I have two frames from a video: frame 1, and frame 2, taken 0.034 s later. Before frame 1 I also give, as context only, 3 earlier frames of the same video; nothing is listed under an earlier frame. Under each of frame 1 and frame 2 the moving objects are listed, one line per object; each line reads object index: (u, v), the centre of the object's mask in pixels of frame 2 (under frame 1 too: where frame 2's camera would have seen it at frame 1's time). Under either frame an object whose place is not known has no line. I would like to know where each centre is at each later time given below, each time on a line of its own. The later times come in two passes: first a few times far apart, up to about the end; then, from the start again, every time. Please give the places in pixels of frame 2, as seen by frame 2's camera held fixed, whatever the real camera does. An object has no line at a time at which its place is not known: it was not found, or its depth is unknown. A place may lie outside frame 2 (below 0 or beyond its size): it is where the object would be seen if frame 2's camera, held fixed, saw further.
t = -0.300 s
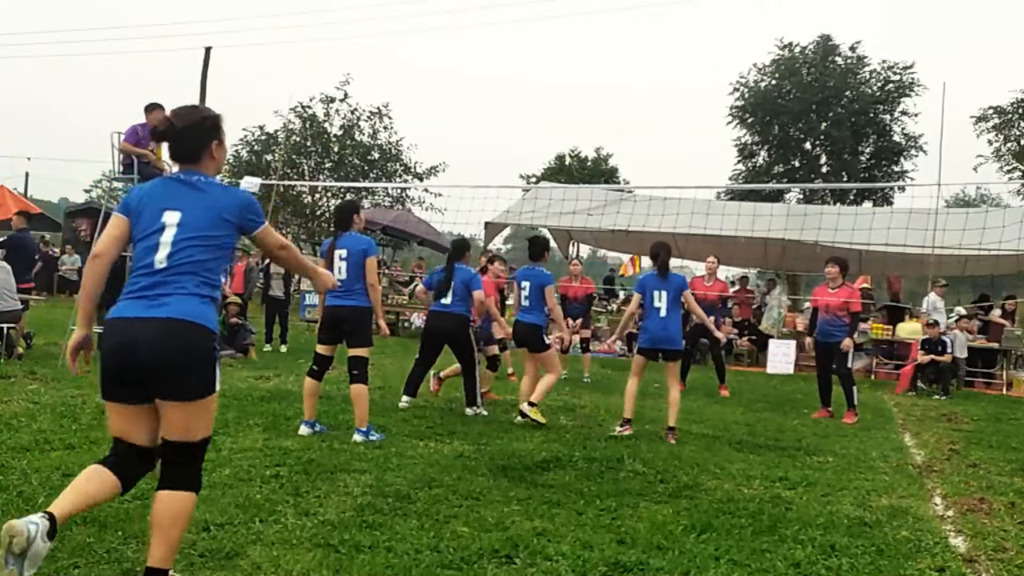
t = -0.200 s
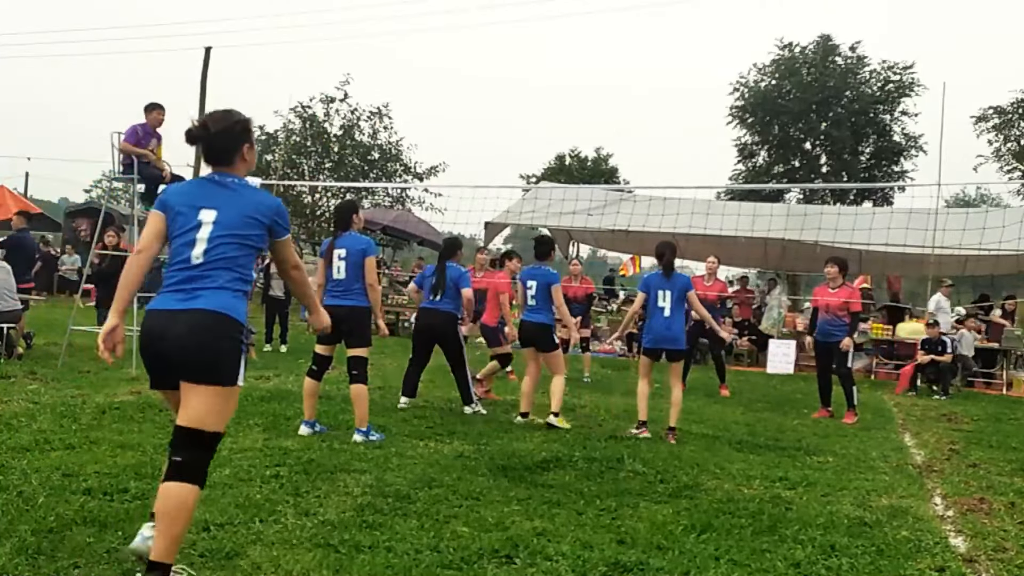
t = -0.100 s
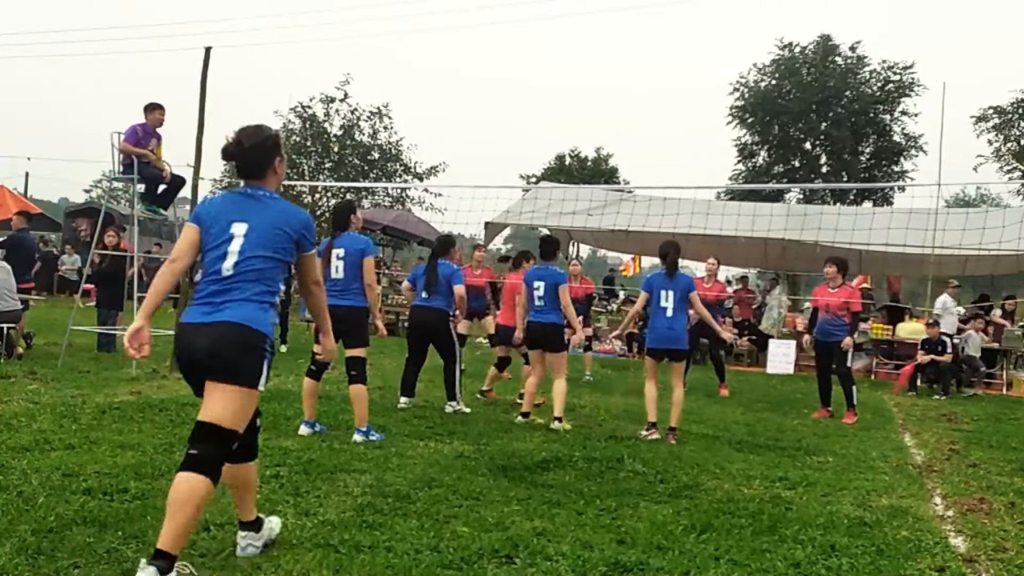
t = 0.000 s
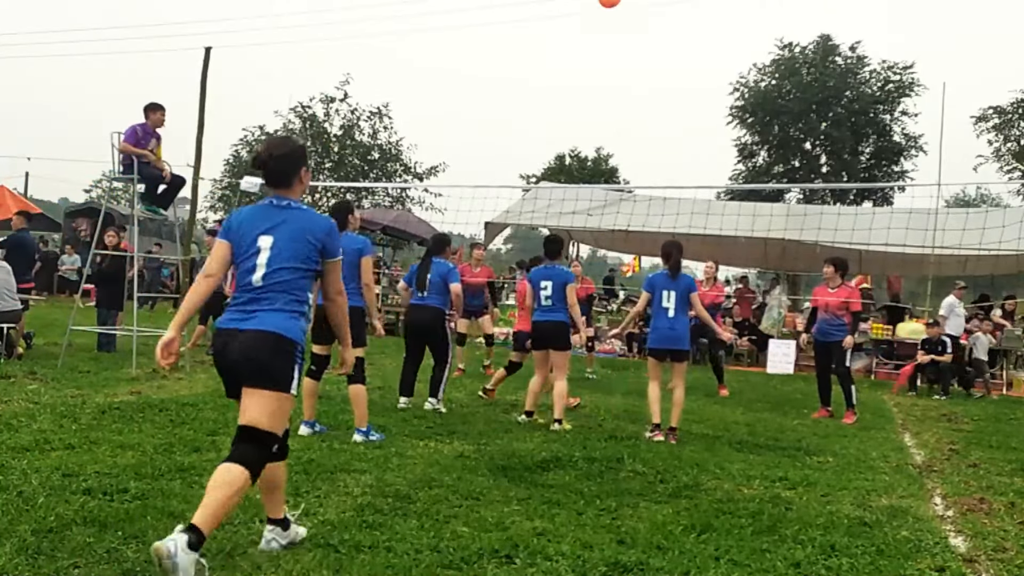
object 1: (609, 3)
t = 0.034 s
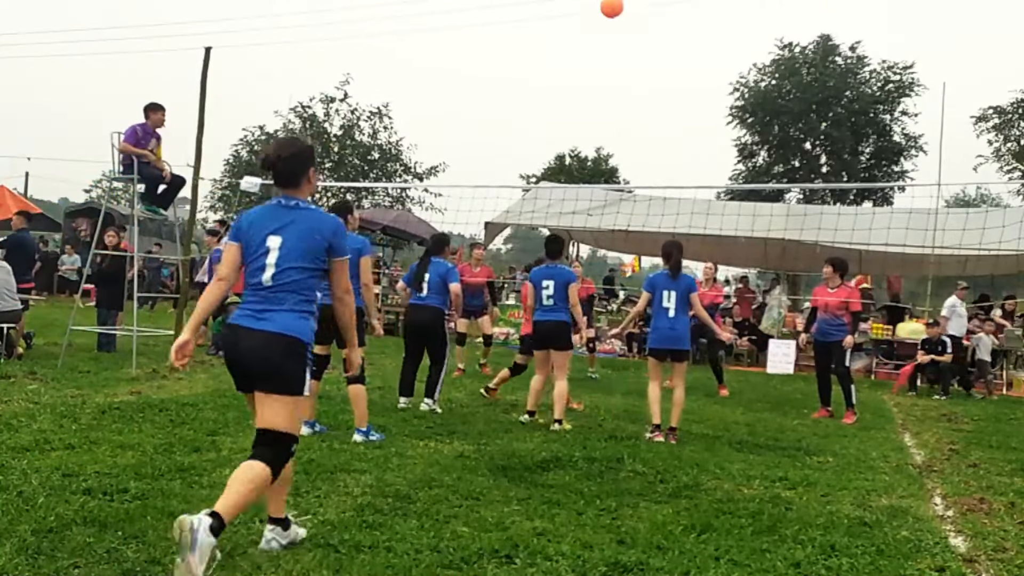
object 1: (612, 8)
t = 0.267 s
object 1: (621, 94)
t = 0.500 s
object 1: (623, 199)
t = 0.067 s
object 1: (614, 17)
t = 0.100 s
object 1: (616, 29)
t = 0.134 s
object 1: (617, 41)
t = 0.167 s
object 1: (619, 53)
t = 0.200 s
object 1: (620, 67)
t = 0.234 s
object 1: (621, 80)
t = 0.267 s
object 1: (621, 94)
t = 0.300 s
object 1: (622, 108)
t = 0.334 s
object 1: (622, 123)
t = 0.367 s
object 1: (623, 137)
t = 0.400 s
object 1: (623, 153)
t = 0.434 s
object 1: (623, 169)
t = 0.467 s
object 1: (623, 183)
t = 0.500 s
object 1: (623, 199)
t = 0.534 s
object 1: (623, 216)
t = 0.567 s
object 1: (623, 232)
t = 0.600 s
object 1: (624, 248)
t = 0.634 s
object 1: (624, 266)
